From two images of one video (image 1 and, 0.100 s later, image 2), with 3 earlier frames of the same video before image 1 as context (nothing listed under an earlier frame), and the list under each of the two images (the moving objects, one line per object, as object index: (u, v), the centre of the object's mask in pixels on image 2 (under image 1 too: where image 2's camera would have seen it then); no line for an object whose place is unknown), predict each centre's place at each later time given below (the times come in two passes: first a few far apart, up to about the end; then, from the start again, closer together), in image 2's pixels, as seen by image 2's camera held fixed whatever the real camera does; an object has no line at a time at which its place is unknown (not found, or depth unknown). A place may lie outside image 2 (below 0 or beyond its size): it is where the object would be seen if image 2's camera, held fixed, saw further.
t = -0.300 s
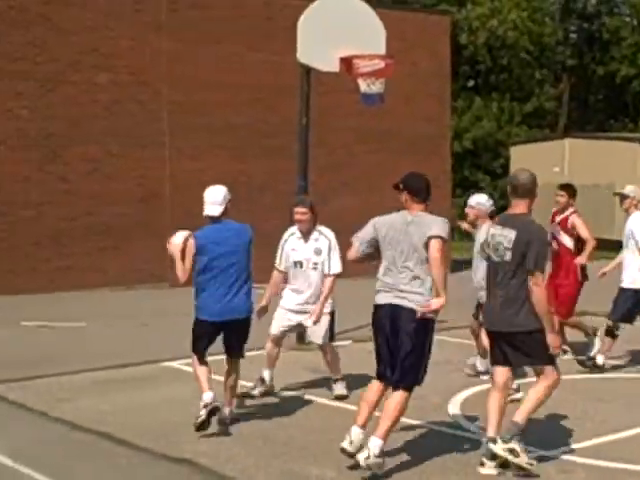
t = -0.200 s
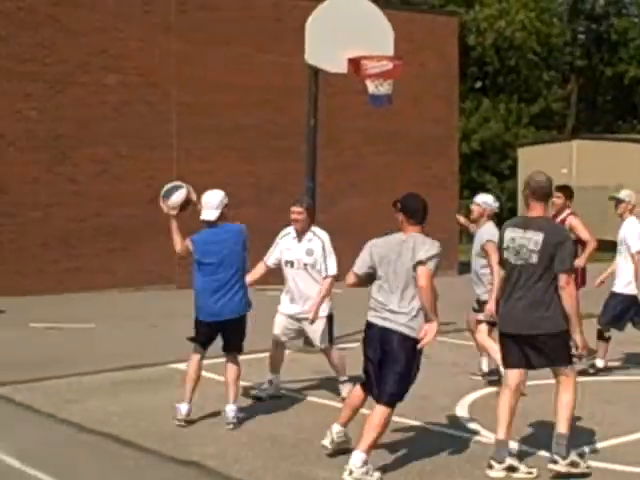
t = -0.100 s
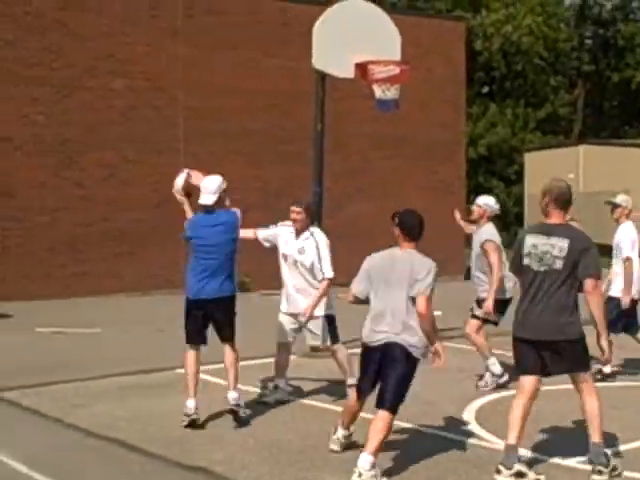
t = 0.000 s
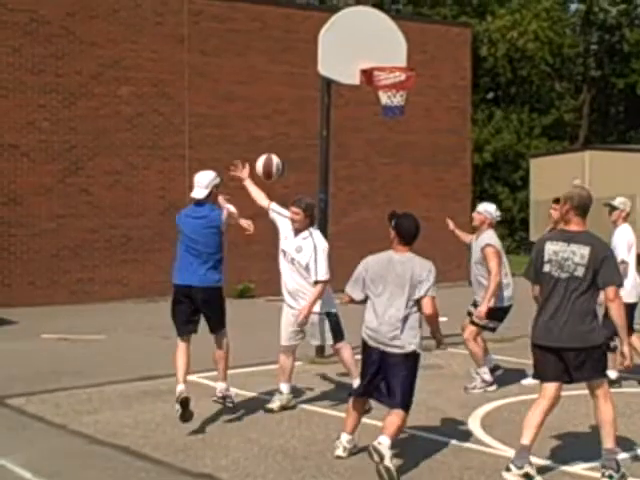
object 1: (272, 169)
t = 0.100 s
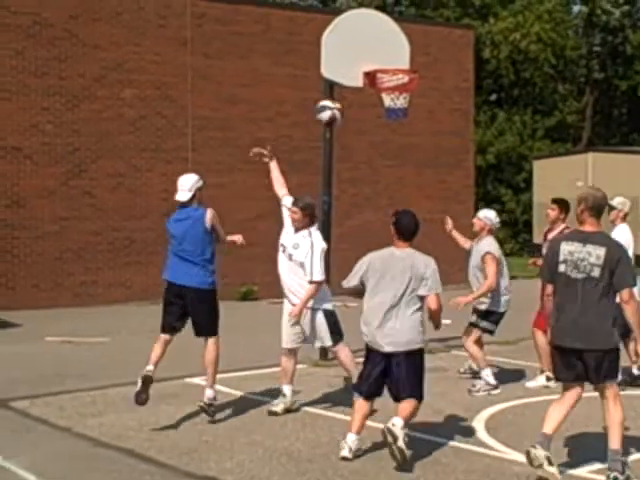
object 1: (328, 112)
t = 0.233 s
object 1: (399, 57)
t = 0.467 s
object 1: (515, 12)
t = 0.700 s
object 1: (621, 27)
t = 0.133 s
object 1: (345, 95)
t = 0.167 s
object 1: (363, 82)
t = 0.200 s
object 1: (381, 70)
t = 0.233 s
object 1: (399, 57)
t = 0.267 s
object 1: (416, 47)
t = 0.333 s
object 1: (449, 31)
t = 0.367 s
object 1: (467, 23)
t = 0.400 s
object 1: (484, 17)
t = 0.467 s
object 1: (515, 12)
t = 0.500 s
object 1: (530, 11)
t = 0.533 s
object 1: (546, 10)
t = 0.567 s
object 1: (564, 10)
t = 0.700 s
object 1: (621, 27)
